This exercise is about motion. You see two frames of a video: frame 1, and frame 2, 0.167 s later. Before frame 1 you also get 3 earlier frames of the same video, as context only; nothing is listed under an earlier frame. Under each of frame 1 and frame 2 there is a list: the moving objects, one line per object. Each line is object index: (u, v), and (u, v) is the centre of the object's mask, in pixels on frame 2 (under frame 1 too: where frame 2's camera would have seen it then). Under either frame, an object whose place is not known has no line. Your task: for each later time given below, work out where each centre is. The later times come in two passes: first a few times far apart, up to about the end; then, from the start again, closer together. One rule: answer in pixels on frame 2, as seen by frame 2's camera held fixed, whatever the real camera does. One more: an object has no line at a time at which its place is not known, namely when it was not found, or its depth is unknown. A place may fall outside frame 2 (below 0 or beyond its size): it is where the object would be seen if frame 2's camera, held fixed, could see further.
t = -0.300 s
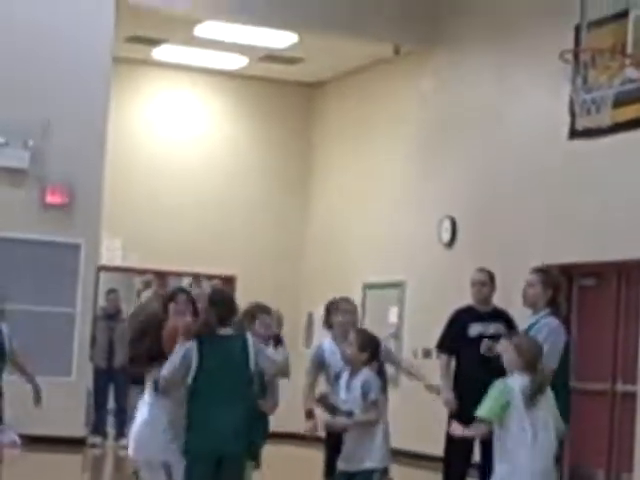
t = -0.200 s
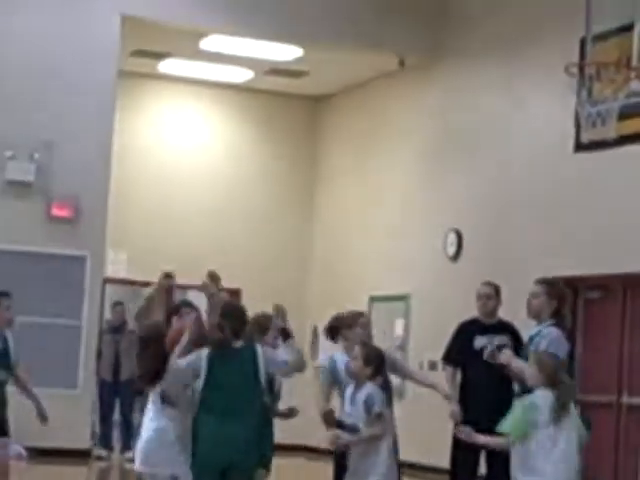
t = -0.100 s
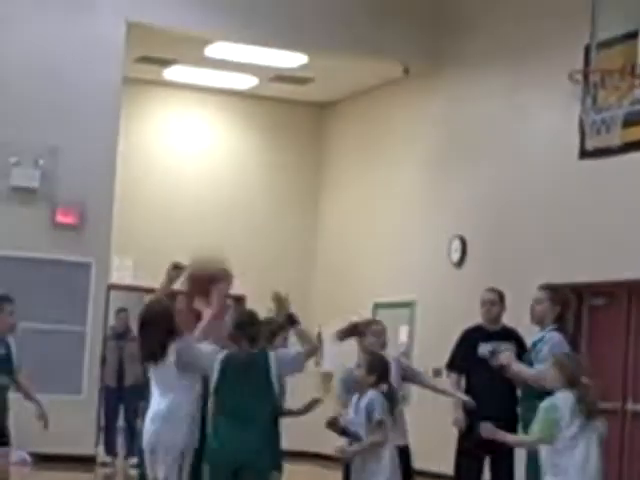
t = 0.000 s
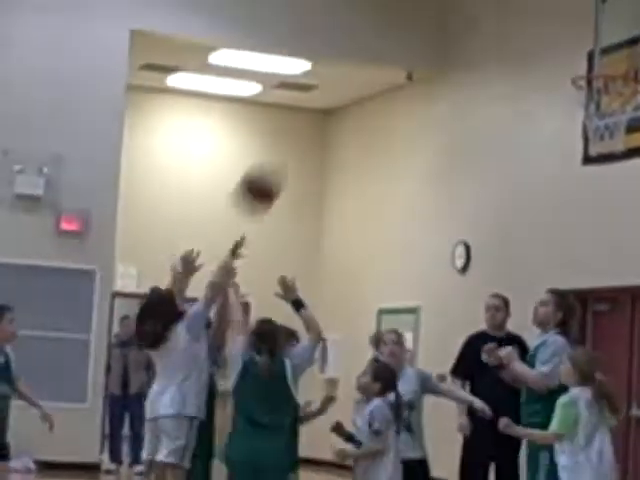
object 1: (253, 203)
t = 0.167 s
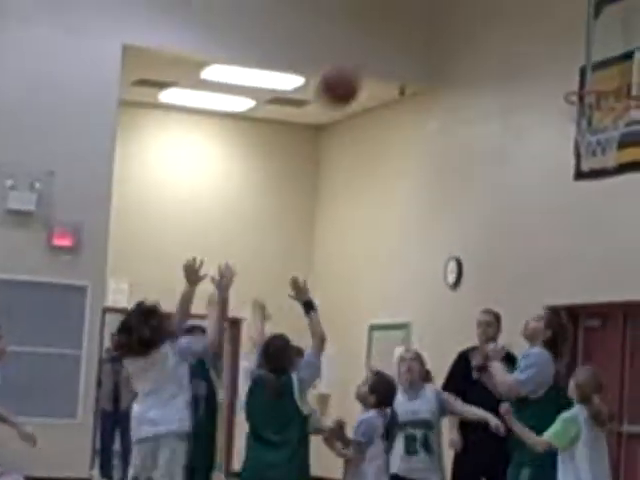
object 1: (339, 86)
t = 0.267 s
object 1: (386, 44)
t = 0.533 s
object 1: (497, 14)
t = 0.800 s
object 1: (588, 90)
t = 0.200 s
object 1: (356, 71)
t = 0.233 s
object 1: (372, 57)
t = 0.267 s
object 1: (386, 44)
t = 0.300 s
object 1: (403, 36)
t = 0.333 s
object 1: (417, 26)
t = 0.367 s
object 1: (429, 20)
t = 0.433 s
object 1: (459, 11)
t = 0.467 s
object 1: (472, 10)
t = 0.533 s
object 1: (497, 14)
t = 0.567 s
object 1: (510, 17)
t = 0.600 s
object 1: (521, 24)
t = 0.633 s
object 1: (534, 32)
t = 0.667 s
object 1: (545, 41)
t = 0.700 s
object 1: (556, 51)
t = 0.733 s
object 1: (567, 63)
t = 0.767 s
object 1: (576, 75)
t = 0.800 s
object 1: (588, 90)
